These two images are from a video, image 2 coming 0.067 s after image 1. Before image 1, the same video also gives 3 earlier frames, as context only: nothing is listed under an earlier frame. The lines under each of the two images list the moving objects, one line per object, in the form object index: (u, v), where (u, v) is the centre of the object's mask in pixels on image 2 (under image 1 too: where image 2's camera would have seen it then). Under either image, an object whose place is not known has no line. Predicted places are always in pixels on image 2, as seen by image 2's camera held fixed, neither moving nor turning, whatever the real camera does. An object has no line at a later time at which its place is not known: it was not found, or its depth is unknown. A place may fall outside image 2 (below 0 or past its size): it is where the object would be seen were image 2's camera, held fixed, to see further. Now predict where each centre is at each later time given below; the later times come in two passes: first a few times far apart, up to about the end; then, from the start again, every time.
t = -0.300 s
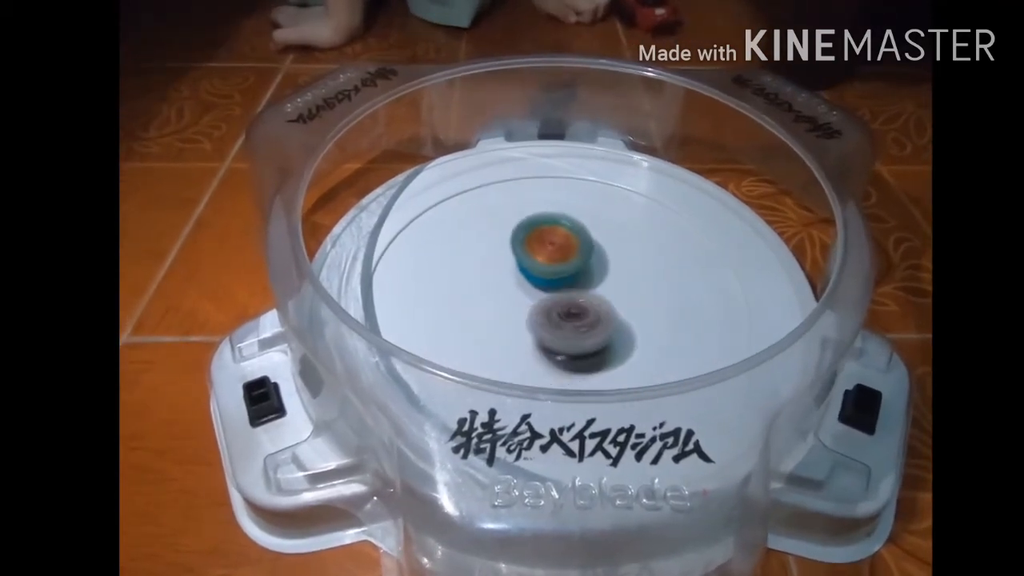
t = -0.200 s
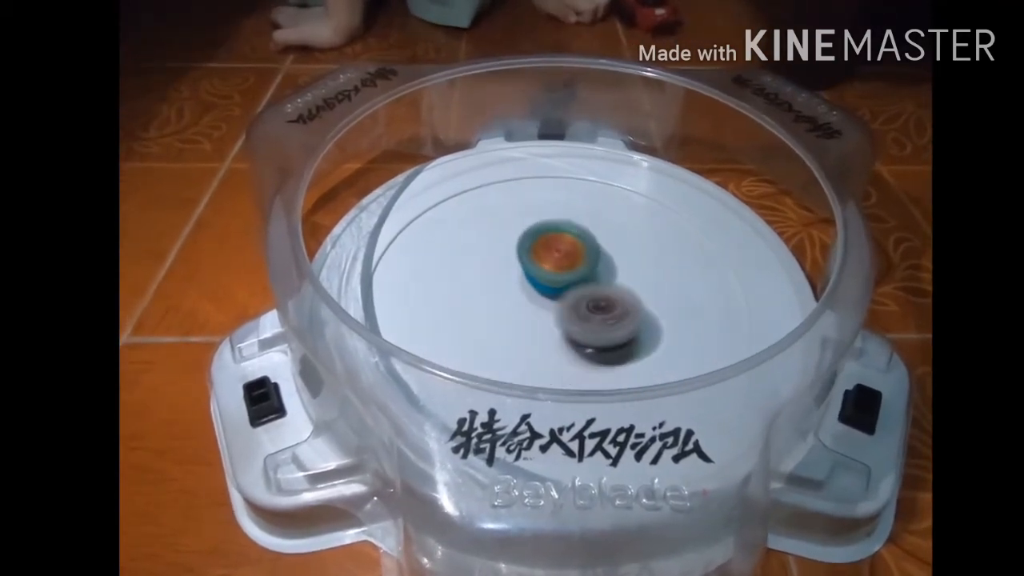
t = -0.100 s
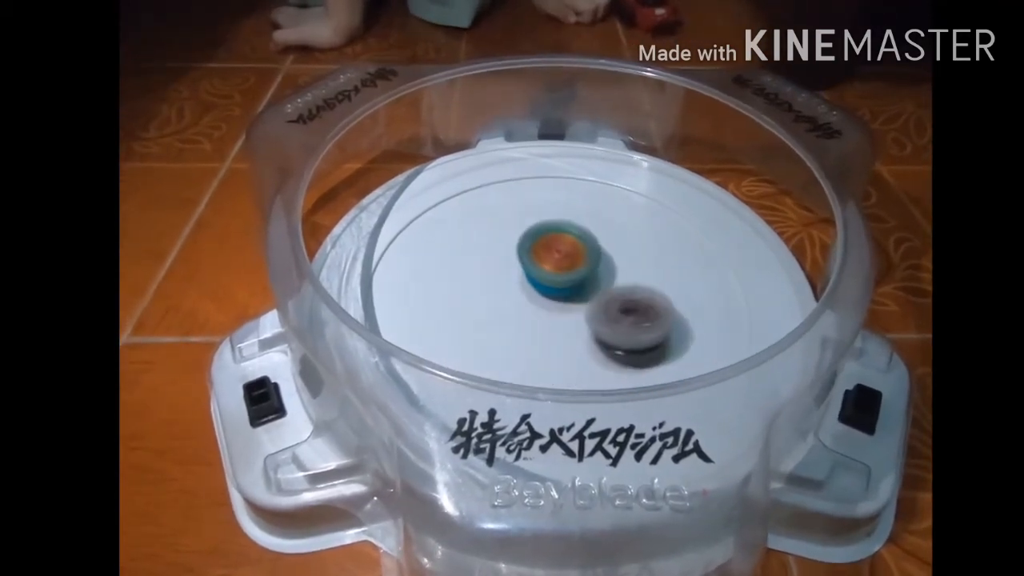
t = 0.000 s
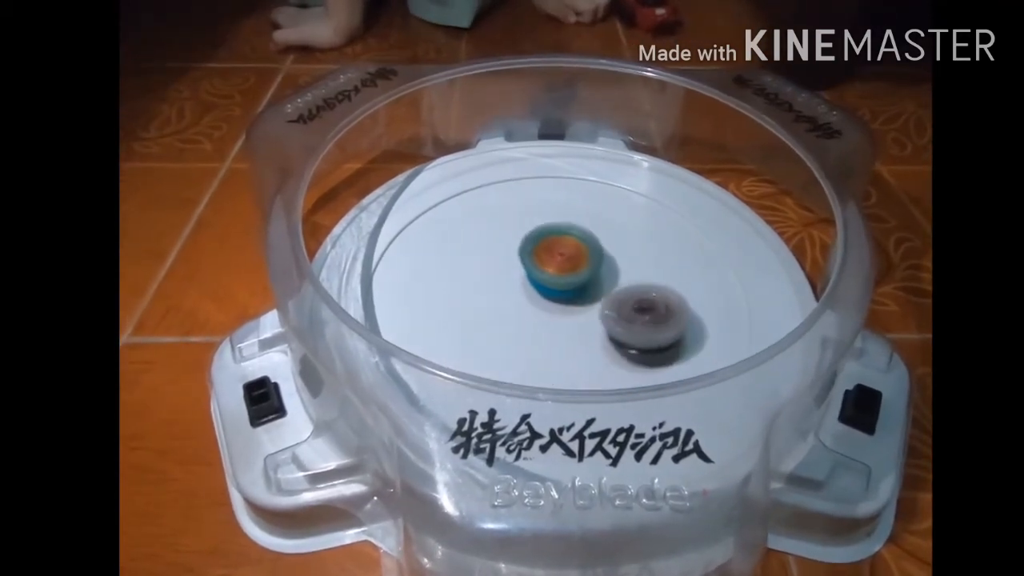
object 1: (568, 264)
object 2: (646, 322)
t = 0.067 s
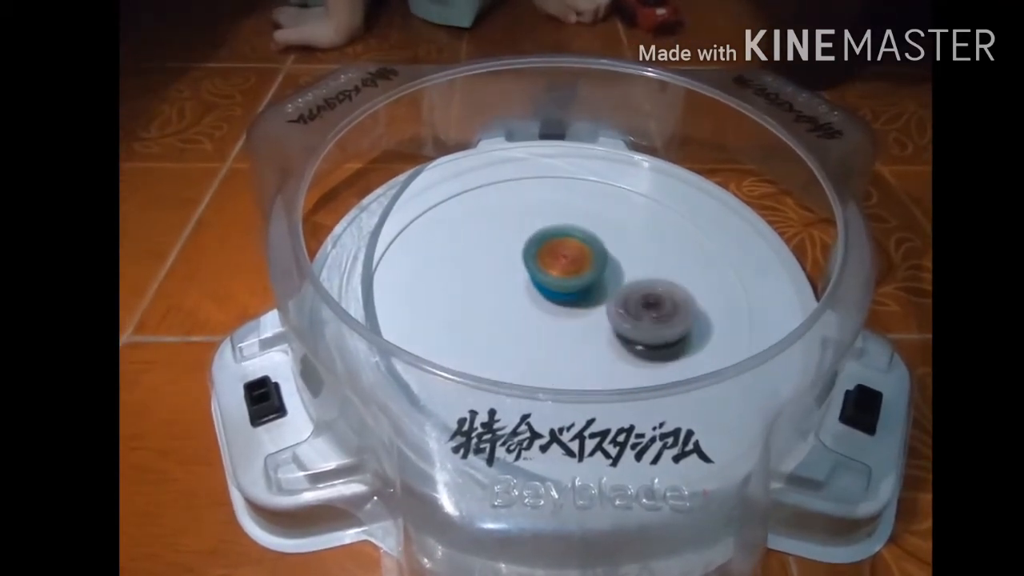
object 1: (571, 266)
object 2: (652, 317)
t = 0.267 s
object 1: (574, 274)
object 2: (655, 306)
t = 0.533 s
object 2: (634, 301)
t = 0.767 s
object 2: (601, 280)
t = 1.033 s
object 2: (579, 248)
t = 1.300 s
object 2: (577, 231)
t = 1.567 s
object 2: (574, 246)
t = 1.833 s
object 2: (569, 254)
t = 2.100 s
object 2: (556, 255)
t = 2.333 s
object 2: (556, 255)
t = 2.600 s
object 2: (568, 261)
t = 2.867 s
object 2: (608, 255)
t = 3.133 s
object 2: (620, 270)
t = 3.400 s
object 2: (599, 290)
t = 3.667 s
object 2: (592, 304)
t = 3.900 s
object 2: (584, 325)
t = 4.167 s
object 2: (556, 313)
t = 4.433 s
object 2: (534, 293)
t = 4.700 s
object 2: (529, 284)
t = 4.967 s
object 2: (547, 279)
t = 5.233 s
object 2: (566, 271)
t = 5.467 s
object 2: (574, 280)
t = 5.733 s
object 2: (582, 290)
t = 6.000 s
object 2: (578, 292)
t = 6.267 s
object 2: (577, 301)
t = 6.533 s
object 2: (569, 304)
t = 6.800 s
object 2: (546, 306)
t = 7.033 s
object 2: (536, 297)
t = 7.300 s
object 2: (527, 271)
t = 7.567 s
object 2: (553, 254)
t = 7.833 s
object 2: (589, 272)
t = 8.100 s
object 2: (592, 307)
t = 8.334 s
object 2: (574, 330)
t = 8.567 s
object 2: (530, 329)
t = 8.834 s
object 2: (481, 314)
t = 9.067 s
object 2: (490, 291)
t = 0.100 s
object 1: (572, 267)
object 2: (655, 315)
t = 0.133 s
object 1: (573, 268)
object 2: (656, 313)
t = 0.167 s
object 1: (574, 270)
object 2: (656, 310)
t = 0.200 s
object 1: (575, 271)
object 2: (656, 308)
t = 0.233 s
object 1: (575, 273)
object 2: (655, 306)
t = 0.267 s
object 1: (574, 274)
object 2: (655, 306)
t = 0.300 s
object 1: (572, 275)
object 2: (653, 306)
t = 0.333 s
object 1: (569, 276)
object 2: (652, 306)
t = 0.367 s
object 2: (651, 306)
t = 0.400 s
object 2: (648, 306)
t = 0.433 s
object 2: (643, 304)
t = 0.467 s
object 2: (637, 303)
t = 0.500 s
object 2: (635, 302)
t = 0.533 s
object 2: (634, 301)
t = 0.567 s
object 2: (631, 299)
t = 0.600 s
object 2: (627, 297)
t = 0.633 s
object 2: (622, 294)
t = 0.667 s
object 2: (617, 291)
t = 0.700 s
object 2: (611, 288)
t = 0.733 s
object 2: (606, 284)
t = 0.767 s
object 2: (601, 280)
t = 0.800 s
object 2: (596, 276)
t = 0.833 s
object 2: (592, 272)
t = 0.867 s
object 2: (591, 268)
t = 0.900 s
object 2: (588, 264)
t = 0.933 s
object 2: (585, 259)
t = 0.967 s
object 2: (584, 257)
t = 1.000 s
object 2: (581, 252)
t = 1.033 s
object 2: (579, 248)
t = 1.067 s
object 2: (577, 248)
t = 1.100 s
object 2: (574, 245)
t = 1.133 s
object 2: (572, 244)
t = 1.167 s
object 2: (569, 243)
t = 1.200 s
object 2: (568, 242)
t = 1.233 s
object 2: (571, 237)
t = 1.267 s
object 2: (574, 233)
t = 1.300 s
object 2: (577, 231)
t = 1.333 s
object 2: (578, 231)
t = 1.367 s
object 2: (579, 231)
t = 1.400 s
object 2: (579, 232)
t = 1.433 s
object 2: (578, 235)
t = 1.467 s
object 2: (578, 236)
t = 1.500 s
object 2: (577, 239)
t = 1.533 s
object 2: (576, 243)
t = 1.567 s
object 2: (574, 246)
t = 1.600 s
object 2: (572, 249)
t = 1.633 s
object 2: (572, 246)
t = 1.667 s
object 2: (574, 247)
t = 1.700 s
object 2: (575, 248)
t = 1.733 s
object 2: (575, 250)
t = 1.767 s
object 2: (573, 251)
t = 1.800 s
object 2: (572, 253)
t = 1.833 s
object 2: (569, 254)
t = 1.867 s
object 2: (567, 256)
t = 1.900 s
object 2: (565, 257)
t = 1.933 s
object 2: (563, 258)
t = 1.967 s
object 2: (561, 258)
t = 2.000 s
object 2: (559, 259)
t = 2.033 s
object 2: (556, 258)
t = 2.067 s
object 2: (556, 257)
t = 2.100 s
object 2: (556, 255)
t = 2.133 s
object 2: (556, 254)
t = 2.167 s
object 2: (556, 253)
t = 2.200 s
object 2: (556, 251)
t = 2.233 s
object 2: (556, 251)
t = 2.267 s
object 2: (556, 253)
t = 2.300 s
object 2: (556, 254)
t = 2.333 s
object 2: (556, 255)
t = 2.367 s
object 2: (556, 256)
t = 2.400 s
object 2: (557, 258)
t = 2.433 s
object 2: (557, 258)
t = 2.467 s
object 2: (558, 258)
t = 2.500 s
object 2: (559, 259)
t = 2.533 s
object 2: (561, 259)
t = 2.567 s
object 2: (565, 260)
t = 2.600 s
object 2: (568, 261)
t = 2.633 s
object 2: (572, 262)
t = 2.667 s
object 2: (575, 263)
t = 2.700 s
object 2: (578, 264)
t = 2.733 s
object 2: (584, 263)
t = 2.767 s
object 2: (592, 257)
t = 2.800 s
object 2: (598, 255)
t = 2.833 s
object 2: (602, 254)
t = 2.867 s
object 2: (608, 255)
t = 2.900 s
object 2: (613, 254)
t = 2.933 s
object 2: (618, 254)
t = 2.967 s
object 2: (621, 253)
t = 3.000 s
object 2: (624, 258)
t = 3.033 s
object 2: (625, 260)
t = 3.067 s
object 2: (624, 263)
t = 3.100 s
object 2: (623, 266)
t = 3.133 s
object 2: (620, 270)
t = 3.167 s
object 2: (616, 274)
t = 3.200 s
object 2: (611, 278)
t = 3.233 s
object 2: (611, 280)
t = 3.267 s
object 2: (611, 282)
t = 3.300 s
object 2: (609, 285)
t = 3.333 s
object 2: (605, 286)
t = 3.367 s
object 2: (601, 288)
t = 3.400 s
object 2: (599, 290)
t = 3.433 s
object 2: (604, 293)
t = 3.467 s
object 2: (604, 296)
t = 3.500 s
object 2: (603, 298)
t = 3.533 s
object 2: (602, 300)
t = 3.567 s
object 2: (599, 302)
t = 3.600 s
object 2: (596, 303)
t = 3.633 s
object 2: (594, 304)
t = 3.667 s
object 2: (592, 304)
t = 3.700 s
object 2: (587, 304)
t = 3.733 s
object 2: (589, 309)
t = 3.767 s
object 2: (592, 314)
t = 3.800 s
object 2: (591, 318)
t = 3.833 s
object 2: (589, 321)
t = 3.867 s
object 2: (587, 323)
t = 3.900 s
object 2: (584, 325)
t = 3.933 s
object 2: (579, 324)
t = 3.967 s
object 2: (575, 322)
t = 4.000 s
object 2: (573, 325)
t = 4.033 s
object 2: (569, 324)
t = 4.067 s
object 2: (565, 320)
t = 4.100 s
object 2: (562, 319)
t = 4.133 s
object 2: (559, 317)
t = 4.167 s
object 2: (556, 313)
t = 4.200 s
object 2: (553, 309)
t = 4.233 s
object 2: (550, 306)
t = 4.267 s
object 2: (547, 304)
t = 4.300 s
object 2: (545, 302)
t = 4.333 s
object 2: (543, 298)
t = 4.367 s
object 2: (542, 296)
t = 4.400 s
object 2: (537, 295)
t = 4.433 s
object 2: (534, 293)
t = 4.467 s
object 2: (532, 292)
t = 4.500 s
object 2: (530, 291)
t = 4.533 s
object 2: (528, 289)
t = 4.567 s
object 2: (527, 288)
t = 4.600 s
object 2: (527, 288)
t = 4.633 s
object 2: (527, 286)
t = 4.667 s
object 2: (527, 285)
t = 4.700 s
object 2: (529, 284)
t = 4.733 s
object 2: (530, 283)
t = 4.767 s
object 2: (533, 282)
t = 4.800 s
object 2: (536, 281)
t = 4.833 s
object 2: (539, 281)
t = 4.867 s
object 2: (542, 282)
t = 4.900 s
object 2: (544, 281)
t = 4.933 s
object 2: (546, 281)
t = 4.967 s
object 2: (547, 279)
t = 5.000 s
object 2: (549, 277)
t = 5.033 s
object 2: (550, 276)
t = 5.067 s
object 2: (552, 274)
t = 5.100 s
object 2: (554, 273)
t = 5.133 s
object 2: (556, 272)
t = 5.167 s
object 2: (560, 271)
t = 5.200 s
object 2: (563, 271)
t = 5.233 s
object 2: (566, 271)
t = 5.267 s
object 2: (569, 272)
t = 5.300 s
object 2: (570, 273)
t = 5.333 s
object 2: (571, 274)
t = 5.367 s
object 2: (572, 276)
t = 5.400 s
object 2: (573, 276)
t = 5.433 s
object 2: (574, 279)
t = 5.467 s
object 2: (574, 280)
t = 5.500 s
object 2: (574, 282)
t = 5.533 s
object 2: (574, 284)
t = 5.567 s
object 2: (574, 287)
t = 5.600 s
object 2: (577, 287)
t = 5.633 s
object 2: (580, 288)
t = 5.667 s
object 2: (581, 288)
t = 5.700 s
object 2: (582, 290)
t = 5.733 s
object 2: (582, 290)
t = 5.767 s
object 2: (582, 291)
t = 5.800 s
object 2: (582, 290)
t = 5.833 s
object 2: (582, 291)
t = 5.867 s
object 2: (582, 291)
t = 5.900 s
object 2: (581, 291)
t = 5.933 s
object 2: (581, 292)
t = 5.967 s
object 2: (580, 292)
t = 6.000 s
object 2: (578, 292)
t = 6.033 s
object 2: (576, 291)
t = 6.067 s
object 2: (575, 291)
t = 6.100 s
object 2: (576, 293)
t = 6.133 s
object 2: (577, 295)
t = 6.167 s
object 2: (577, 296)
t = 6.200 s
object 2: (577, 298)
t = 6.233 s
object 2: (577, 300)
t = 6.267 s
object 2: (577, 301)
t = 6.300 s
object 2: (576, 302)
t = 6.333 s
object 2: (575, 303)
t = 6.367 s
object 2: (574, 303)
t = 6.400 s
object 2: (573, 303)
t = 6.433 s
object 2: (572, 304)
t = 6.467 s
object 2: (571, 304)
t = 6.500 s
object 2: (569, 304)
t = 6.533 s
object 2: (569, 304)
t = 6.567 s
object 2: (567, 303)
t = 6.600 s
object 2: (564, 304)
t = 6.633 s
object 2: (560, 305)
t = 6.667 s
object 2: (557, 305)
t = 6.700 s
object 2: (554, 306)
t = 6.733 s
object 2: (551, 306)
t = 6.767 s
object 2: (549, 306)
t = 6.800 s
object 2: (546, 306)
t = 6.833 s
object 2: (544, 305)
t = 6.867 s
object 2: (542, 304)
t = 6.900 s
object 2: (540, 303)
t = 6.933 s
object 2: (539, 302)
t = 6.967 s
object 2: (538, 301)
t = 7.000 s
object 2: (538, 299)
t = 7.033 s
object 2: (536, 297)
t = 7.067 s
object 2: (533, 294)
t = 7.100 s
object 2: (529, 291)
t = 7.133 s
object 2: (527, 288)
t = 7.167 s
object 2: (526, 285)
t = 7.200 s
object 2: (526, 281)
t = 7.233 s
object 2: (525, 278)
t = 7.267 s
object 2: (526, 275)
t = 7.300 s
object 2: (527, 271)
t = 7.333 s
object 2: (528, 268)
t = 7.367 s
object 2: (531, 264)
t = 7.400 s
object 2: (533, 262)
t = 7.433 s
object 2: (537, 259)
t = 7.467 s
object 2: (540, 257)
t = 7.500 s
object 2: (543, 255)
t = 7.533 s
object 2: (548, 255)
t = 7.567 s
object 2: (553, 254)
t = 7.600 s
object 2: (558, 254)
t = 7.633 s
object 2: (564, 258)
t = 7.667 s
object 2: (570, 259)
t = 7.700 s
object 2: (574, 261)
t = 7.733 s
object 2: (577, 262)
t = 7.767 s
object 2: (583, 265)
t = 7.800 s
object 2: (586, 269)
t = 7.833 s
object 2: (589, 272)
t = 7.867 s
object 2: (592, 276)
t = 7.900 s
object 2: (594, 280)
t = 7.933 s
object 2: (594, 284)
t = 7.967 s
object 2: (592, 288)
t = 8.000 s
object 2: (594, 293)
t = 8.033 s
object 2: (594, 299)
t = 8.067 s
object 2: (593, 303)
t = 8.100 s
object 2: (592, 307)
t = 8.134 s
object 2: (592, 312)
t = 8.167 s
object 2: (591, 316)
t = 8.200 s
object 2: (588, 320)
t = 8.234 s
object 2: (585, 323)
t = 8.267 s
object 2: (582, 326)
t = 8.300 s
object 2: (578, 329)
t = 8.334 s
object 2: (574, 330)
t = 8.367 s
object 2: (569, 330)
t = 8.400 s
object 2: (566, 330)
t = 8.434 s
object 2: (561, 329)
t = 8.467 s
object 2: (557, 328)
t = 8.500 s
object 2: (553, 326)
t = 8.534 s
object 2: (546, 326)
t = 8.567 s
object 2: (530, 329)
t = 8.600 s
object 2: (518, 329)
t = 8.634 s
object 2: (509, 327)
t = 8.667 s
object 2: (502, 325)
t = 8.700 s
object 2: (497, 323)
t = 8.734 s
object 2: (491, 322)
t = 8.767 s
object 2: (487, 319)
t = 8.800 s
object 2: (484, 317)
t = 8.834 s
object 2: (481, 314)
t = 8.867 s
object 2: (480, 311)
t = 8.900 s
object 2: (479, 308)
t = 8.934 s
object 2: (480, 305)
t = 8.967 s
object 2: (481, 301)
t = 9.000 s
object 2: (484, 298)
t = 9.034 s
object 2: (488, 295)
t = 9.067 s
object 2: (490, 291)
